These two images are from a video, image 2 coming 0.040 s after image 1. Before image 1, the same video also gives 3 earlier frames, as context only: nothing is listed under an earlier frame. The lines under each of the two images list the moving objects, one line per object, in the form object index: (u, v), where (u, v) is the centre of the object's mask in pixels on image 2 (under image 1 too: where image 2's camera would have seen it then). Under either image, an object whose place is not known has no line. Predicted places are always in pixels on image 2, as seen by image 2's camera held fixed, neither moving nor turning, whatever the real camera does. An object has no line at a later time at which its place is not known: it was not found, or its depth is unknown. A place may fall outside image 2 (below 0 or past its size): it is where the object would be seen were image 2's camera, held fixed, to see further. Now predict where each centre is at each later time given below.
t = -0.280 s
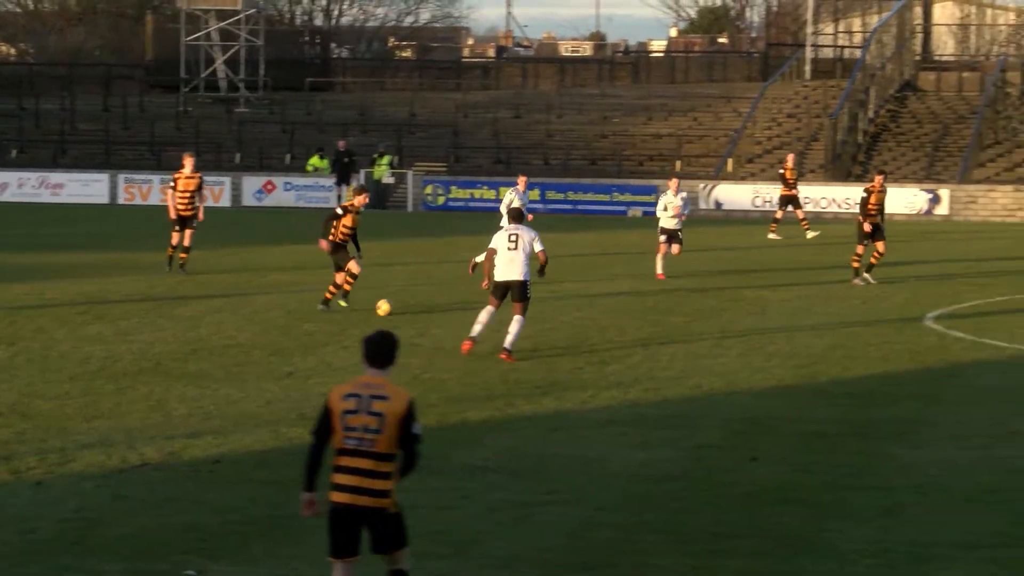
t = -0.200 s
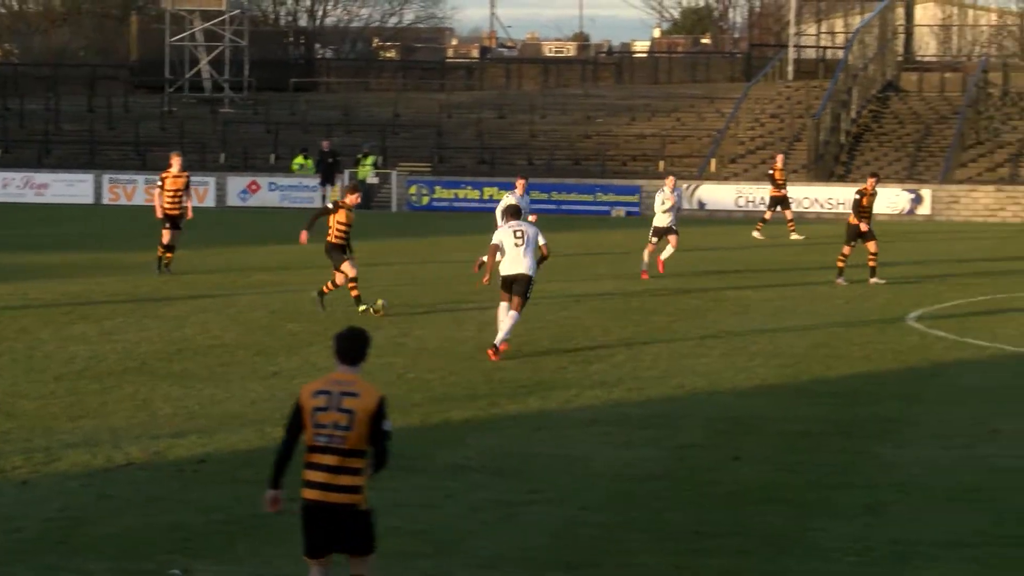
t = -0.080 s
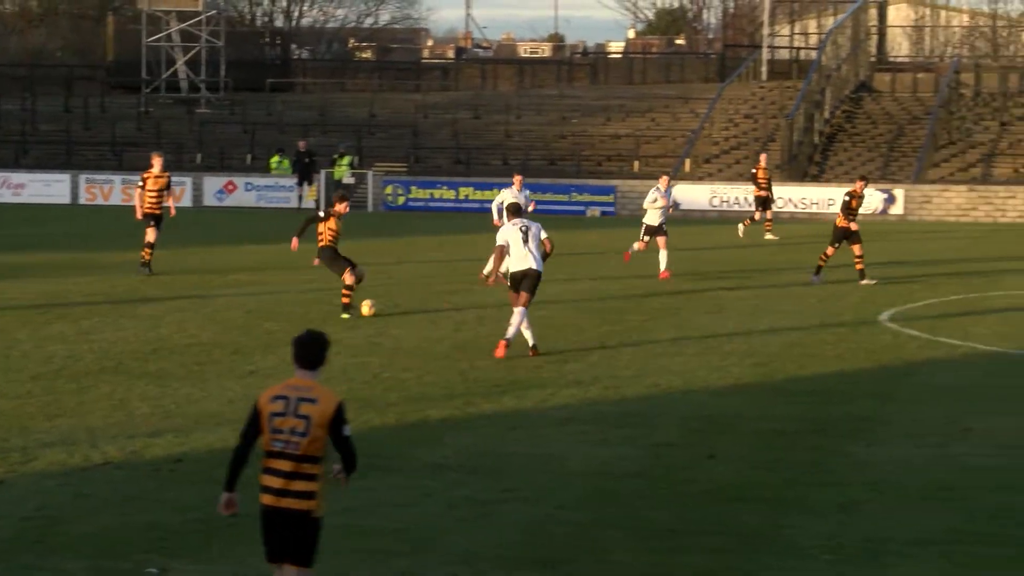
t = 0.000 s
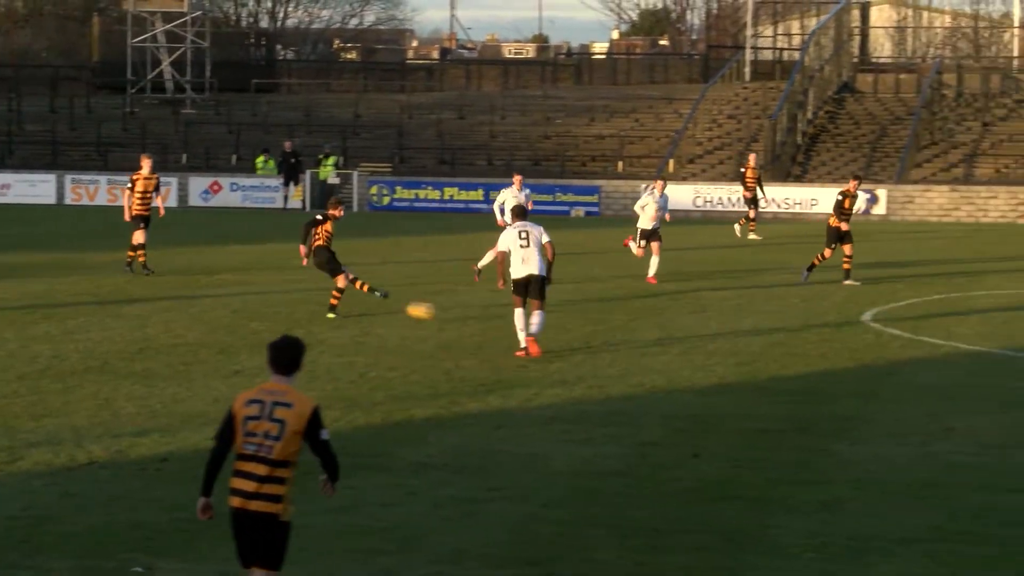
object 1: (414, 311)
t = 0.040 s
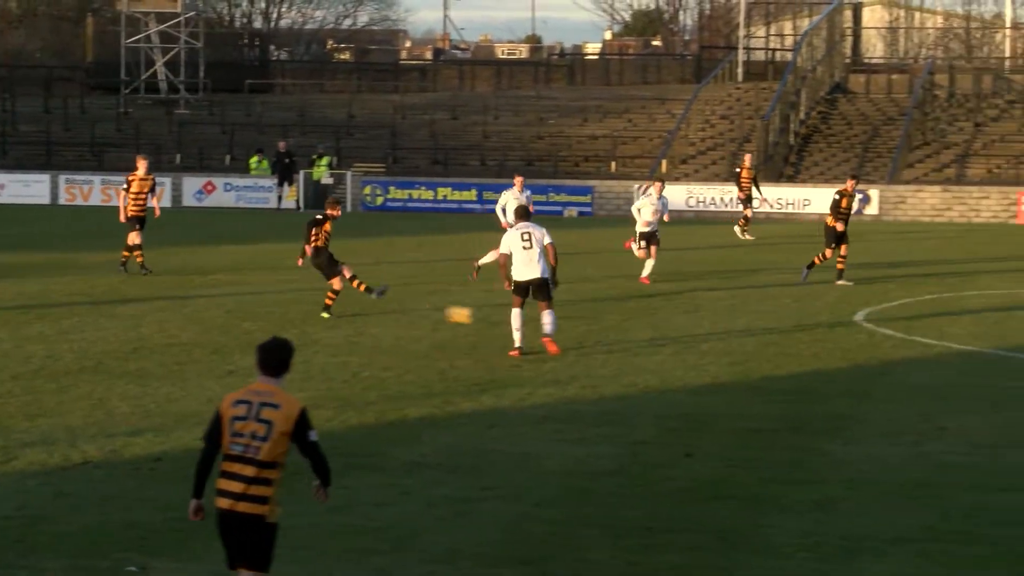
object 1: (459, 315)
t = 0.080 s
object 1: (503, 321)
